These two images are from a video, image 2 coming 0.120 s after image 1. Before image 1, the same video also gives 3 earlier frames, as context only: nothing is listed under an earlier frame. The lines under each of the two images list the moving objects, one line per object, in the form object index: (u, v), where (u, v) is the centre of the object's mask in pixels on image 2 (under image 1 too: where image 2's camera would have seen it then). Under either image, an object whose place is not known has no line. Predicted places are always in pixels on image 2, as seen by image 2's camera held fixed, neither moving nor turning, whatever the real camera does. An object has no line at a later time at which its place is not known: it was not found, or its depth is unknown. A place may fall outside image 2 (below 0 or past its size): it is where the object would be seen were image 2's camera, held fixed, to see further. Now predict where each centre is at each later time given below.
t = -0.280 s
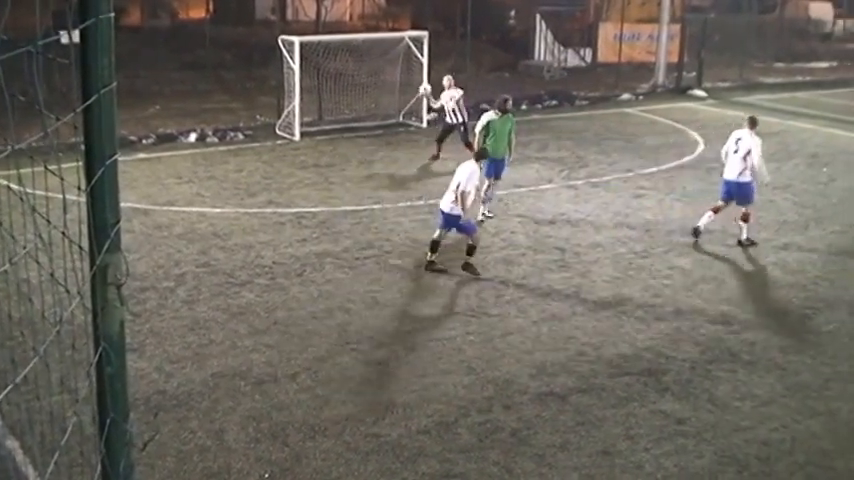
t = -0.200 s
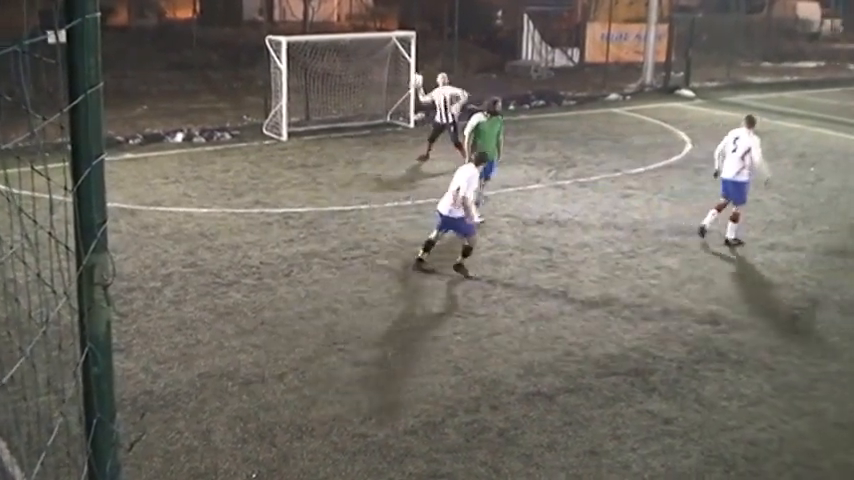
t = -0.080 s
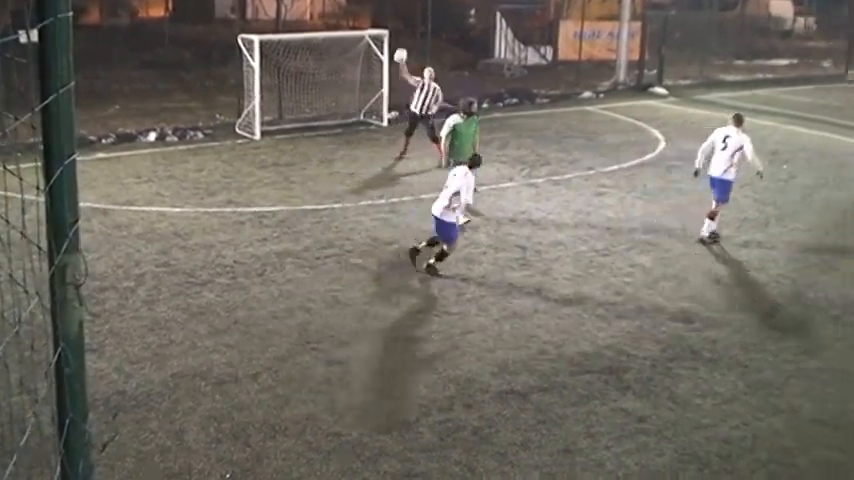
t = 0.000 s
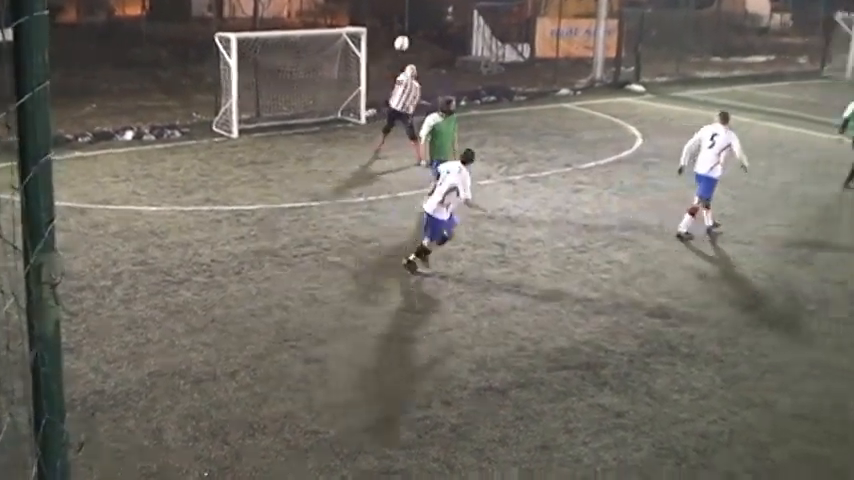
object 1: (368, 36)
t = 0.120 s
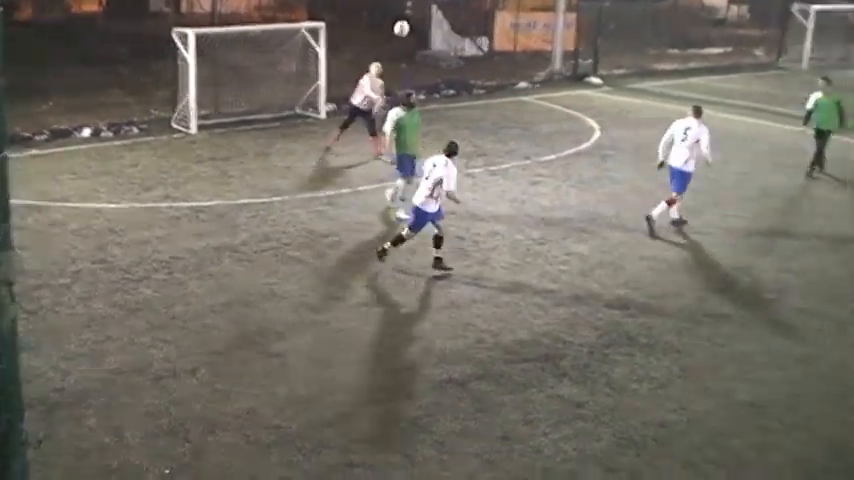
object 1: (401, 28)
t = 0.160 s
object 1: (415, 25)
